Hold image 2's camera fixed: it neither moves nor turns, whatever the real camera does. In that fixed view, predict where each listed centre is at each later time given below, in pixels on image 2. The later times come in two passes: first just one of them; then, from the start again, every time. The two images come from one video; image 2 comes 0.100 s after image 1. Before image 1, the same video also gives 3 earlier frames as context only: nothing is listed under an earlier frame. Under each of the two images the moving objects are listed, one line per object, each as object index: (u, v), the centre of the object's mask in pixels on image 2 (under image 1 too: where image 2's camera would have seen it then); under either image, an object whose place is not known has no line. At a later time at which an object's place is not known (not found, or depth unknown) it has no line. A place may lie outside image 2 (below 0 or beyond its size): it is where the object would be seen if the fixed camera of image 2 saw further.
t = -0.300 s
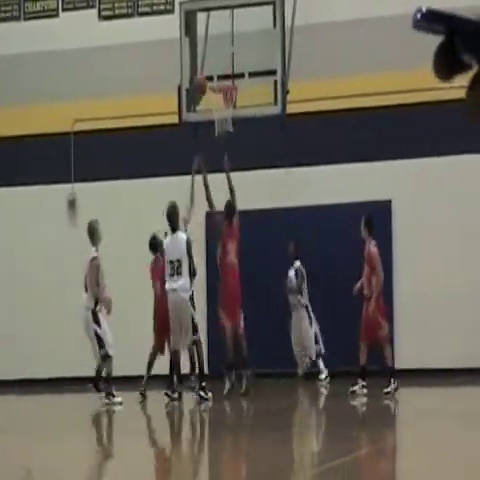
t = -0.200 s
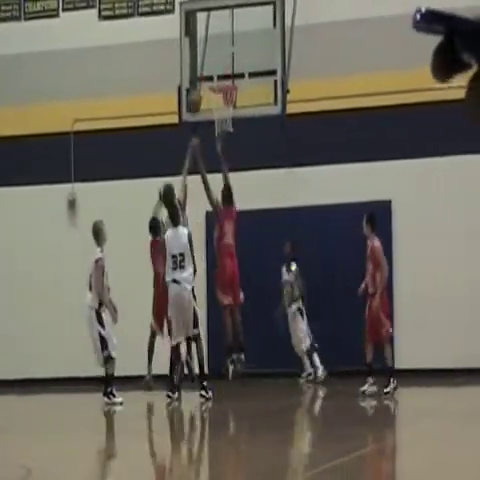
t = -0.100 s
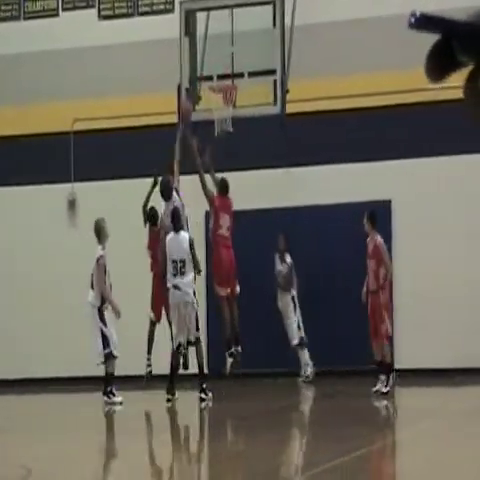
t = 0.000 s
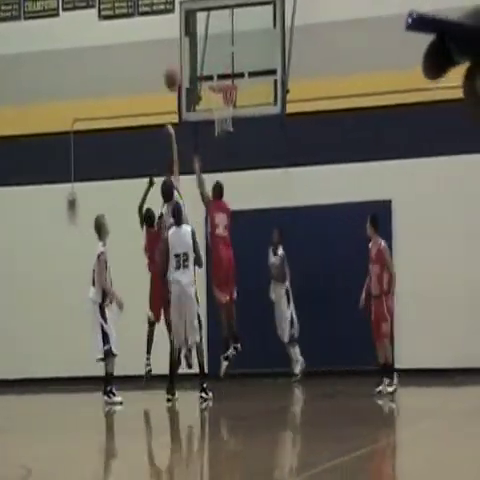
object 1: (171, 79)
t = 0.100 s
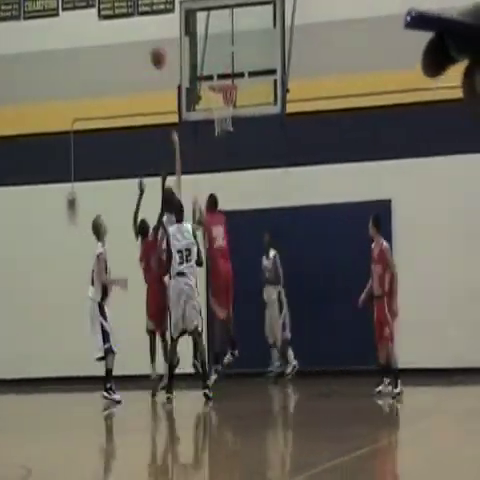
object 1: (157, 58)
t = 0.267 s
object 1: (135, 41)
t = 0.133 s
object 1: (152, 51)
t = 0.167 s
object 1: (148, 47)
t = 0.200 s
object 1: (143, 44)
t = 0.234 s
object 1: (139, 42)
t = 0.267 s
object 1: (135, 41)
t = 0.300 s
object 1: (130, 42)
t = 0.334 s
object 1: (125, 43)
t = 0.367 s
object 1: (120, 45)
